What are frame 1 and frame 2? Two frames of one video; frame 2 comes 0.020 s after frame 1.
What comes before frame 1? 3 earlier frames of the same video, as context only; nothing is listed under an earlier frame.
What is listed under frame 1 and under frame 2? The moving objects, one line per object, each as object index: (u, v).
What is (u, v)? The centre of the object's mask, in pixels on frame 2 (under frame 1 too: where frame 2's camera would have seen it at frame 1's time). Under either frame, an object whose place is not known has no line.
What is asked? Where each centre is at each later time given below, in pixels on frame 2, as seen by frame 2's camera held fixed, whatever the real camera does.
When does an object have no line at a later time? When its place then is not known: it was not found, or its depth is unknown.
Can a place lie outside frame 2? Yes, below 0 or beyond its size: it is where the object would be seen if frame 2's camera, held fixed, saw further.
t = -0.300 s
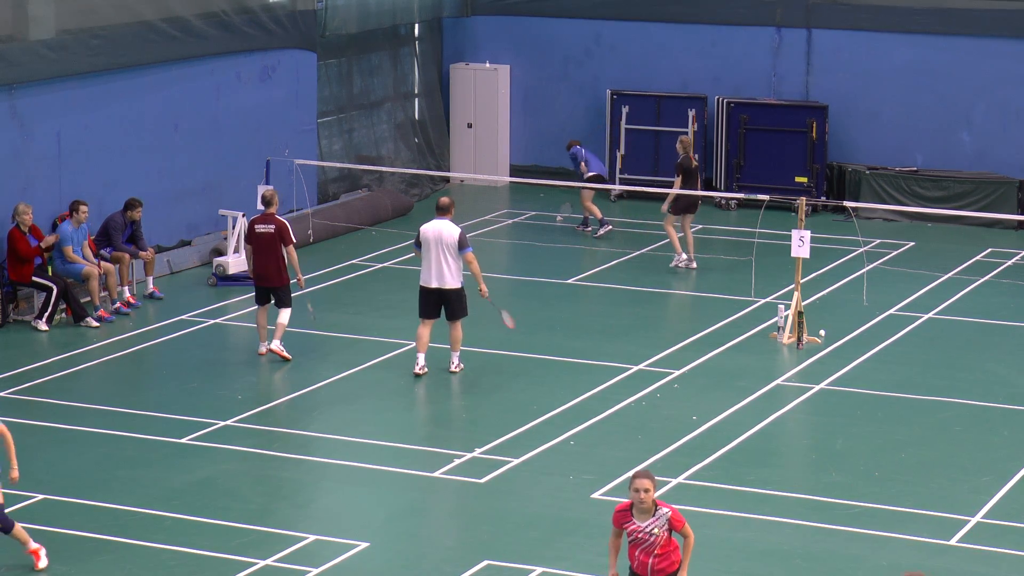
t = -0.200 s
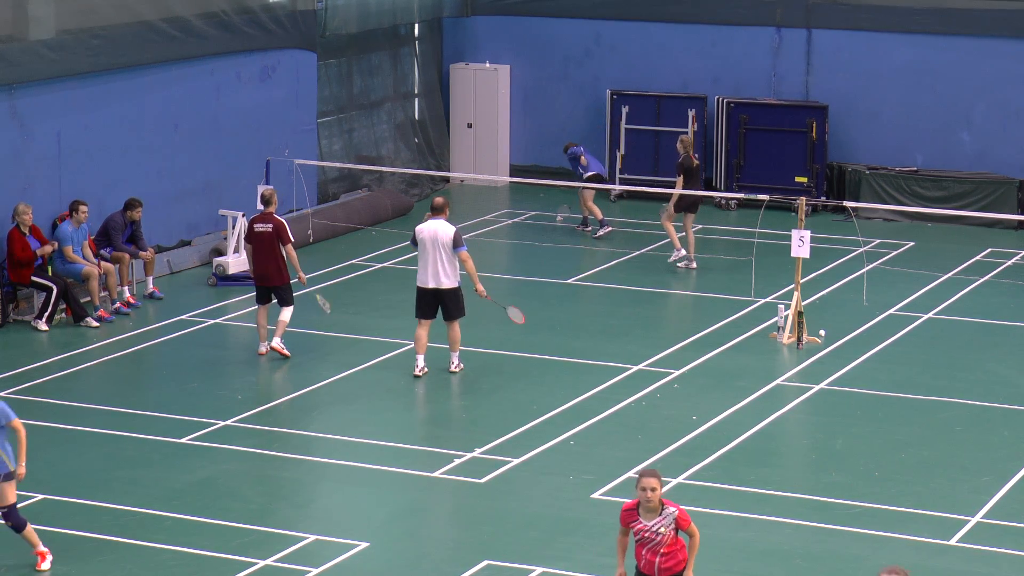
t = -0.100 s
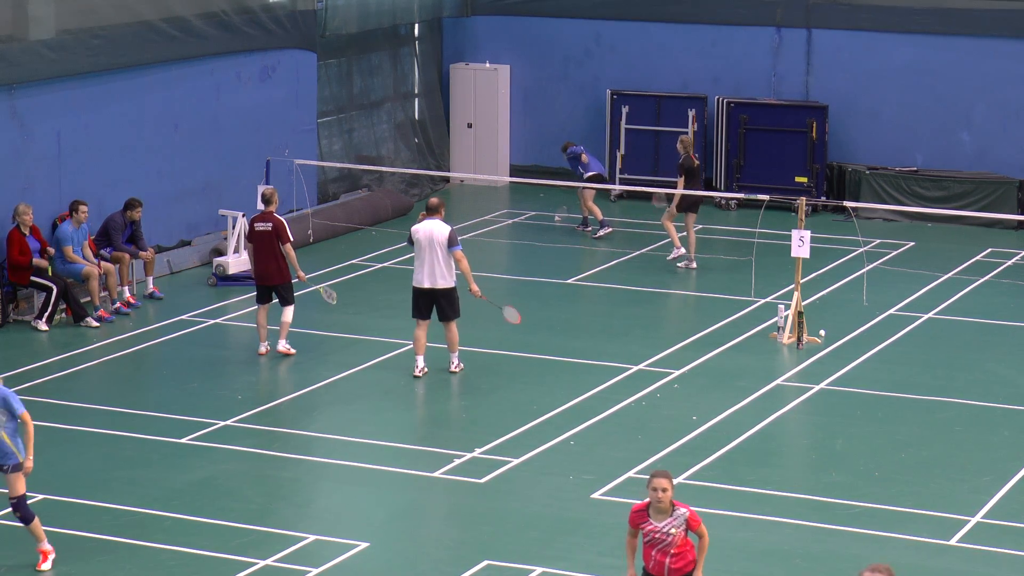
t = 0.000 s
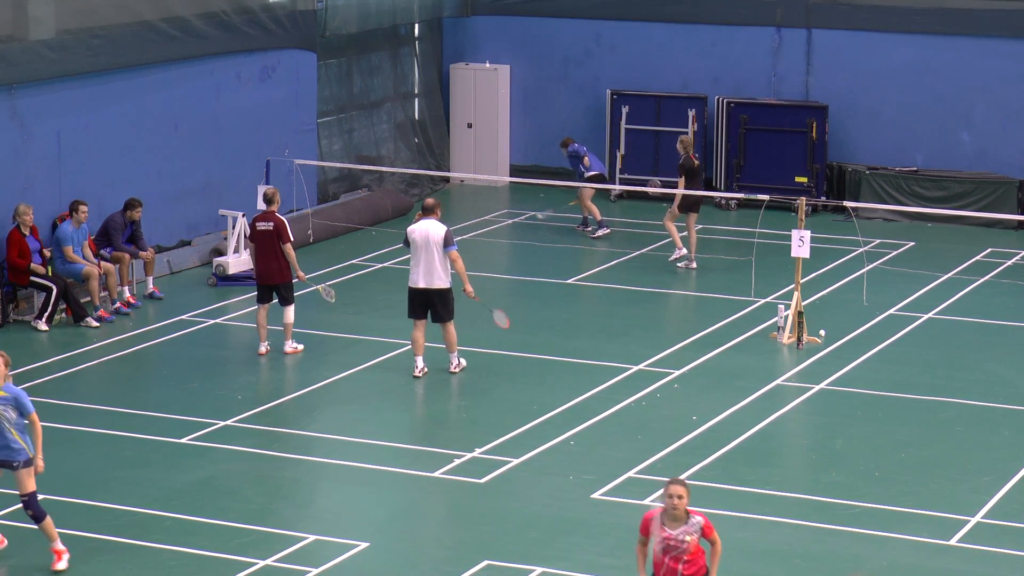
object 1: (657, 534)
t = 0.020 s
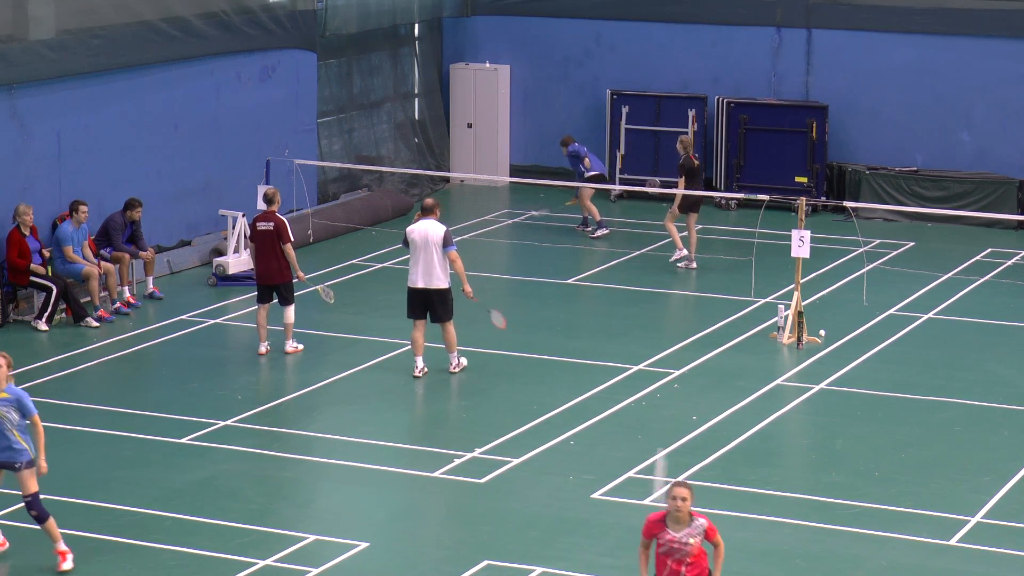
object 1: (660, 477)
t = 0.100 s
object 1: (669, 320)
